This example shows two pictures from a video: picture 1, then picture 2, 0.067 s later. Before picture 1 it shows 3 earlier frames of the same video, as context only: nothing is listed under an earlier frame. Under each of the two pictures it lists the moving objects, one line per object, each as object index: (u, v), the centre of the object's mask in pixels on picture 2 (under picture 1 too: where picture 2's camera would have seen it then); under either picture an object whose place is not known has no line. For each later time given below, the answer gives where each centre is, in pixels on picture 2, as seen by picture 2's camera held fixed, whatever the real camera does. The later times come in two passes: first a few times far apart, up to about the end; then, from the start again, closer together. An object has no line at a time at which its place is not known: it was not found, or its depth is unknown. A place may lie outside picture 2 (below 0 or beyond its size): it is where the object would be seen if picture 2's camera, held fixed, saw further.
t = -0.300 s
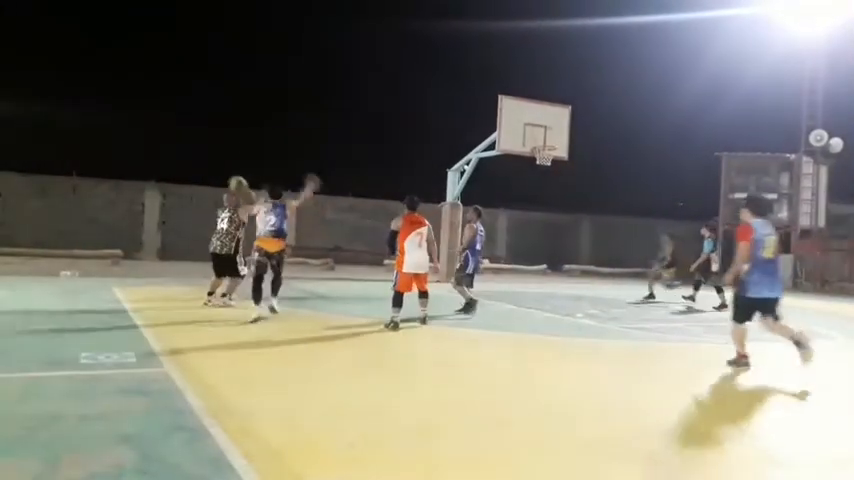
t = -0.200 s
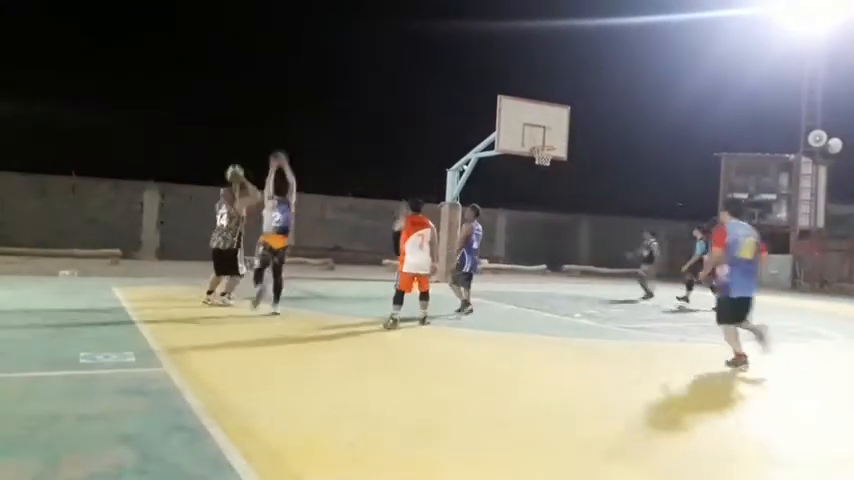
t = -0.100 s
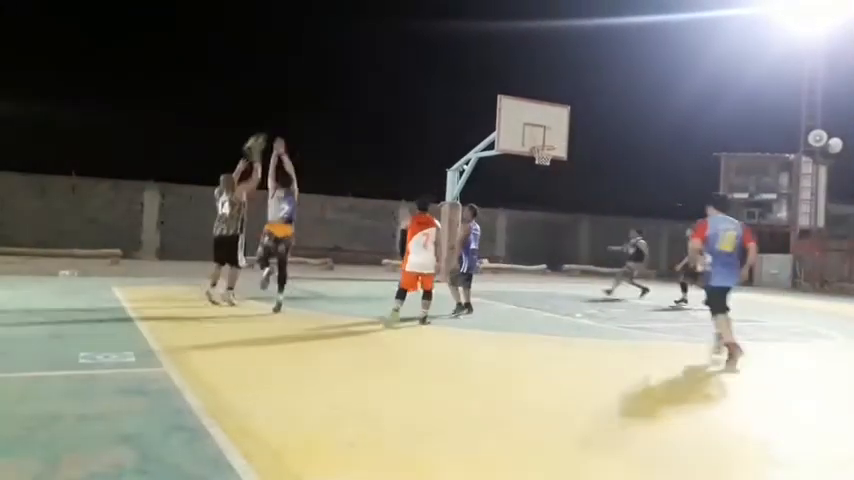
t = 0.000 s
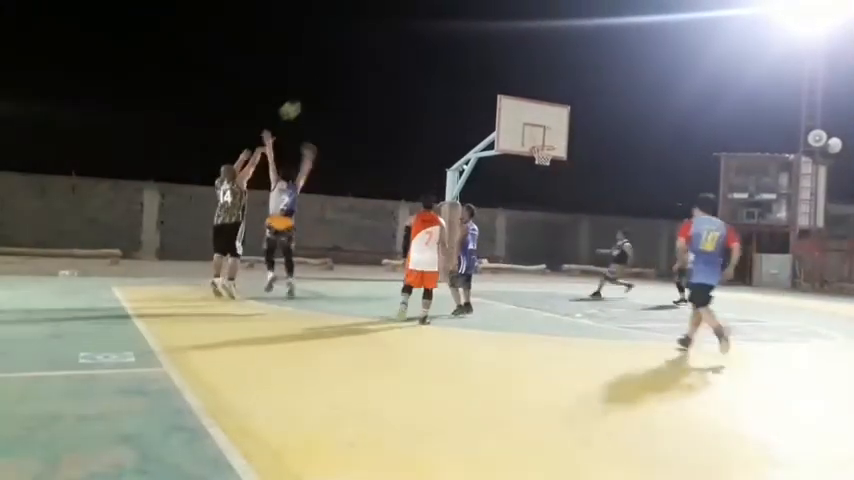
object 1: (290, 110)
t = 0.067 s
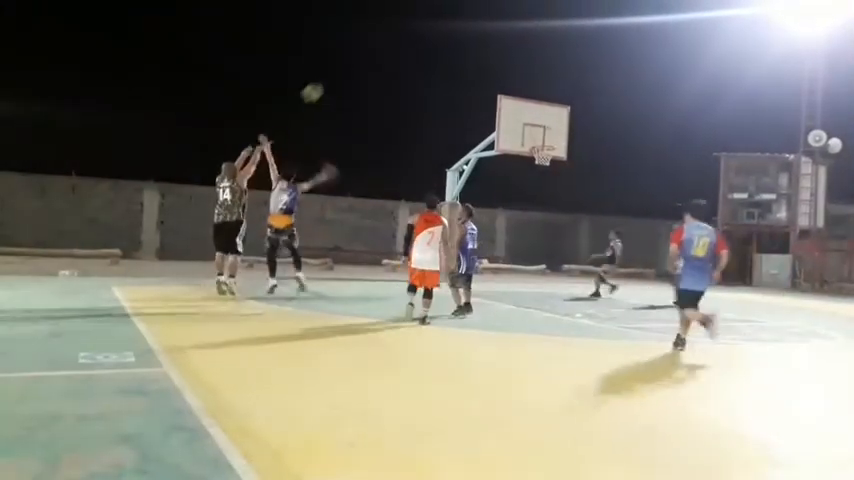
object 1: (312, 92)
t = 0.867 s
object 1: (500, 100)
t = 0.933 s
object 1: (511, 116)
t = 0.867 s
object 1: (500, 100)
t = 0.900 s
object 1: (505, 107)
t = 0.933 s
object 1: (511, 116)
